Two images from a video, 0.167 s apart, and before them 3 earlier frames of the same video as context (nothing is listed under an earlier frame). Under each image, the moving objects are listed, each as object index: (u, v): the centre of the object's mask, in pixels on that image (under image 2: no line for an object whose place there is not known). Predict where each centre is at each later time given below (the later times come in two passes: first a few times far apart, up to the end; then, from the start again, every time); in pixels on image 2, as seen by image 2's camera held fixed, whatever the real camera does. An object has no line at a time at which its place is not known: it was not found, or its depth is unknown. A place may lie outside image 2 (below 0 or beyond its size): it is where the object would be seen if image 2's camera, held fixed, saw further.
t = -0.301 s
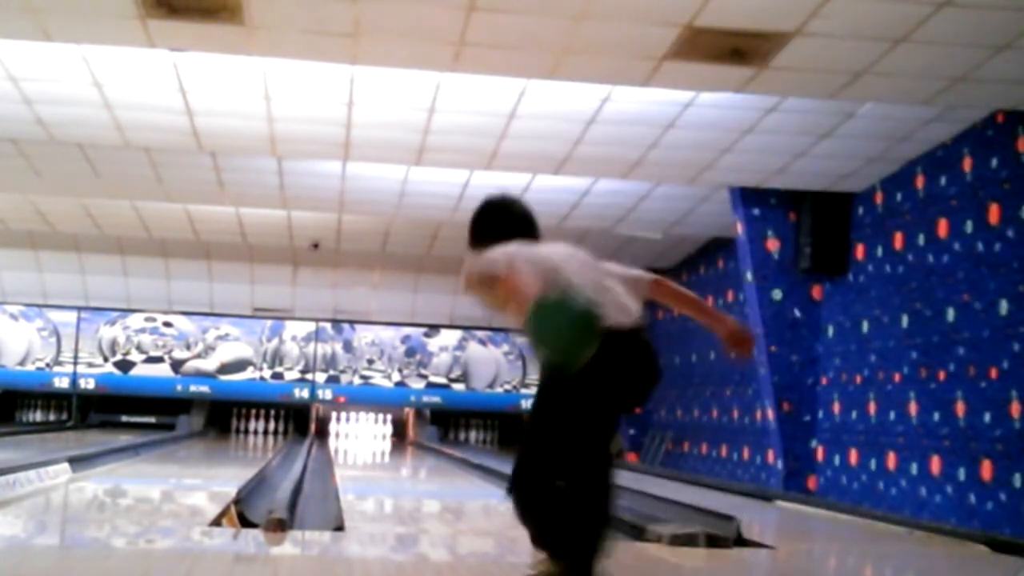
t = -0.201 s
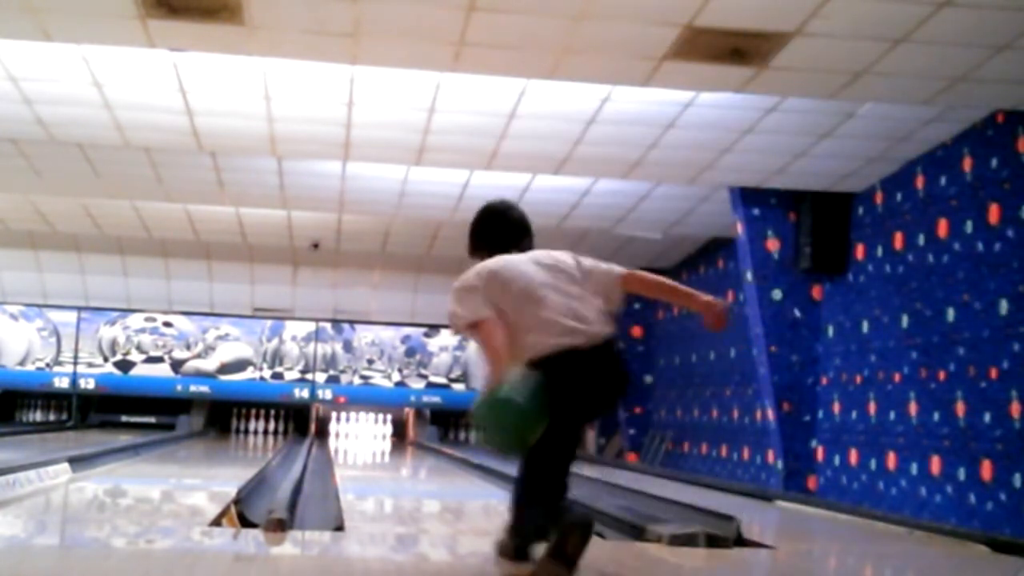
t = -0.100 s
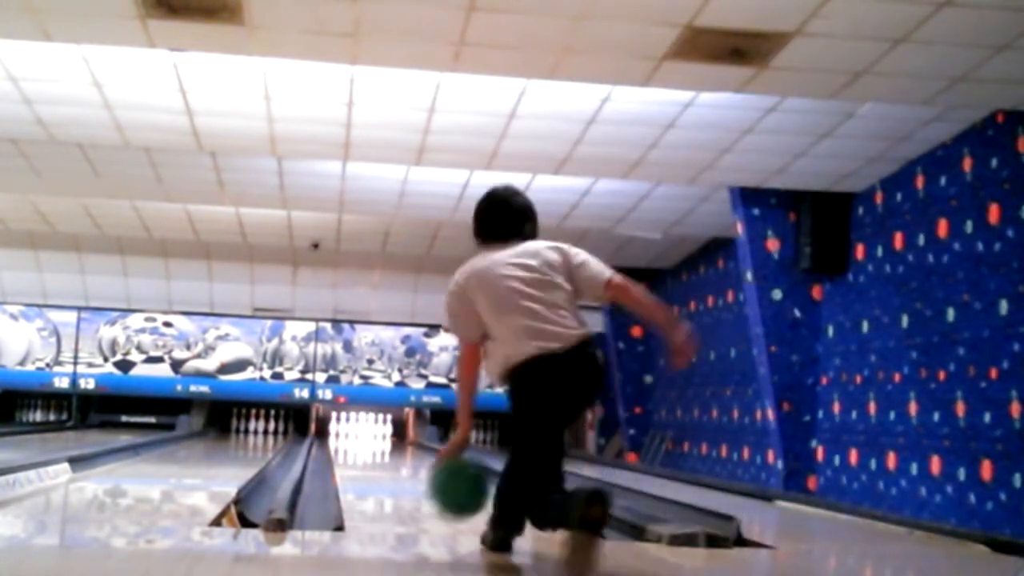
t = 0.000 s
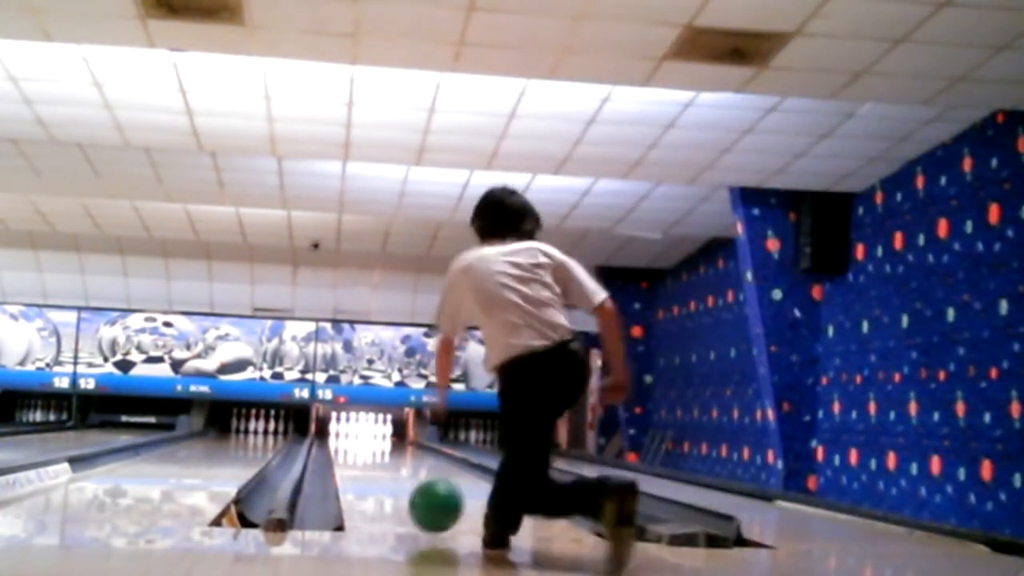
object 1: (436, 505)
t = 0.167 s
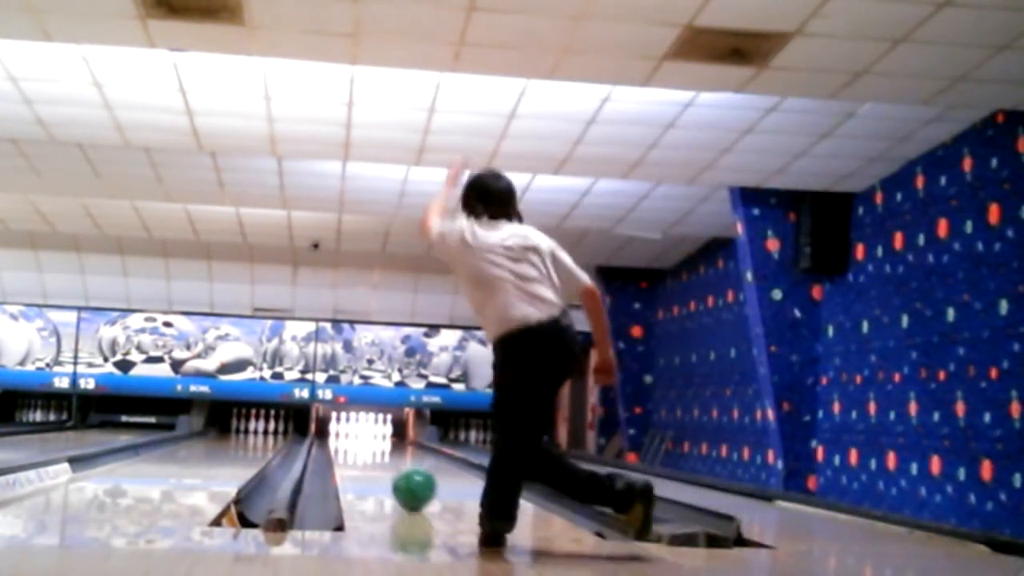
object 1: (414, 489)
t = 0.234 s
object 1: (408, 482)
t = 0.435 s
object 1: (394, 468)
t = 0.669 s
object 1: (383, 458)
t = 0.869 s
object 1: (376, 453)
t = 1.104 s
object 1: (370, 447)
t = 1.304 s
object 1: (366, 443)
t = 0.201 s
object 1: (411, 485)
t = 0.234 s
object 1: (408, 482)
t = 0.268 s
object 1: (405, 480)
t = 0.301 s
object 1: (402, 478)
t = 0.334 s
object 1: (400, 475)
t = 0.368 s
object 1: (398, 472)
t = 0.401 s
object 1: (395, 470)
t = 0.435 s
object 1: (394, 468)
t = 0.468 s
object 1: (392, 466)
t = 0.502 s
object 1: (390, 465)
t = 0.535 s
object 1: (388, 463)
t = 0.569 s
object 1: (387, 461)
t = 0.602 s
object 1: (386, 460)
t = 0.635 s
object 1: (384, 459)
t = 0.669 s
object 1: (383, 458)
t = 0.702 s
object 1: (382, 457)
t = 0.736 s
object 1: (379, 456)
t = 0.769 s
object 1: (379, 455)
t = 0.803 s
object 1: (377, 454)
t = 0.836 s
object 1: (377, 453)
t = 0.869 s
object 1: (376, 453)
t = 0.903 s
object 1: (375, 451)
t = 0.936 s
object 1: (374, 450)
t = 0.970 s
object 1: (373, 449)
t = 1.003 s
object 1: (373, 448)
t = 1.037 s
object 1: (372, 448)
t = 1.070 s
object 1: (372, 447)
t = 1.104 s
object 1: (370, 447)
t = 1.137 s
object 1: (369, 446)
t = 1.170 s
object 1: (369, 445)
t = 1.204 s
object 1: (368, 445)
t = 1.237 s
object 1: (367, 443)
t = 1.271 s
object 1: (367, 443)
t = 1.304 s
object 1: (366, 443)
